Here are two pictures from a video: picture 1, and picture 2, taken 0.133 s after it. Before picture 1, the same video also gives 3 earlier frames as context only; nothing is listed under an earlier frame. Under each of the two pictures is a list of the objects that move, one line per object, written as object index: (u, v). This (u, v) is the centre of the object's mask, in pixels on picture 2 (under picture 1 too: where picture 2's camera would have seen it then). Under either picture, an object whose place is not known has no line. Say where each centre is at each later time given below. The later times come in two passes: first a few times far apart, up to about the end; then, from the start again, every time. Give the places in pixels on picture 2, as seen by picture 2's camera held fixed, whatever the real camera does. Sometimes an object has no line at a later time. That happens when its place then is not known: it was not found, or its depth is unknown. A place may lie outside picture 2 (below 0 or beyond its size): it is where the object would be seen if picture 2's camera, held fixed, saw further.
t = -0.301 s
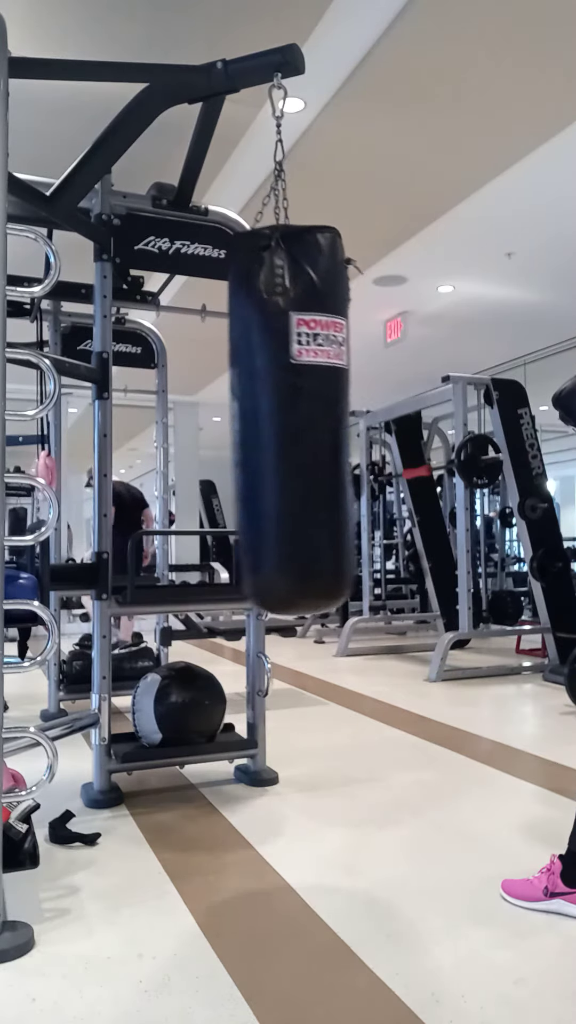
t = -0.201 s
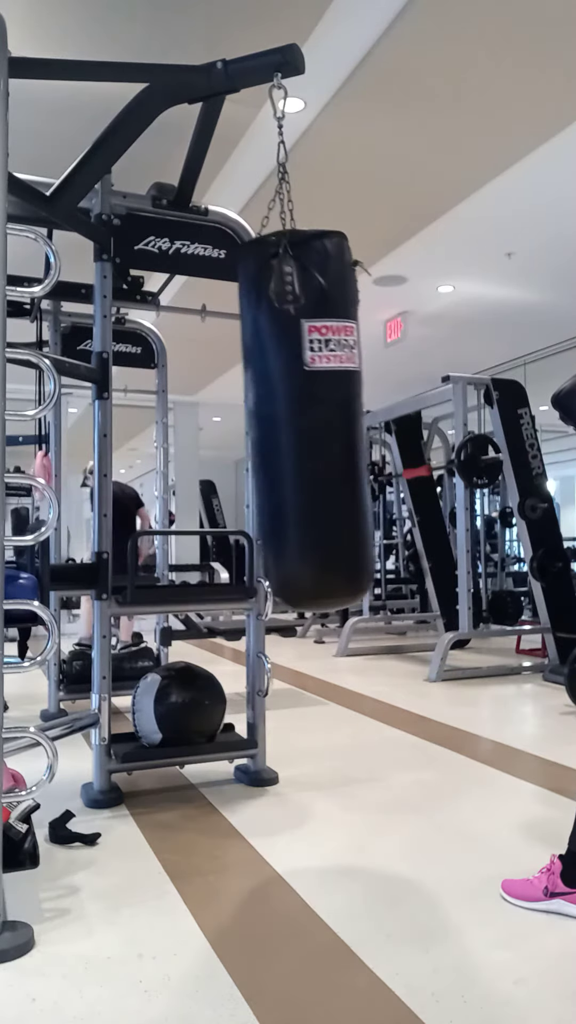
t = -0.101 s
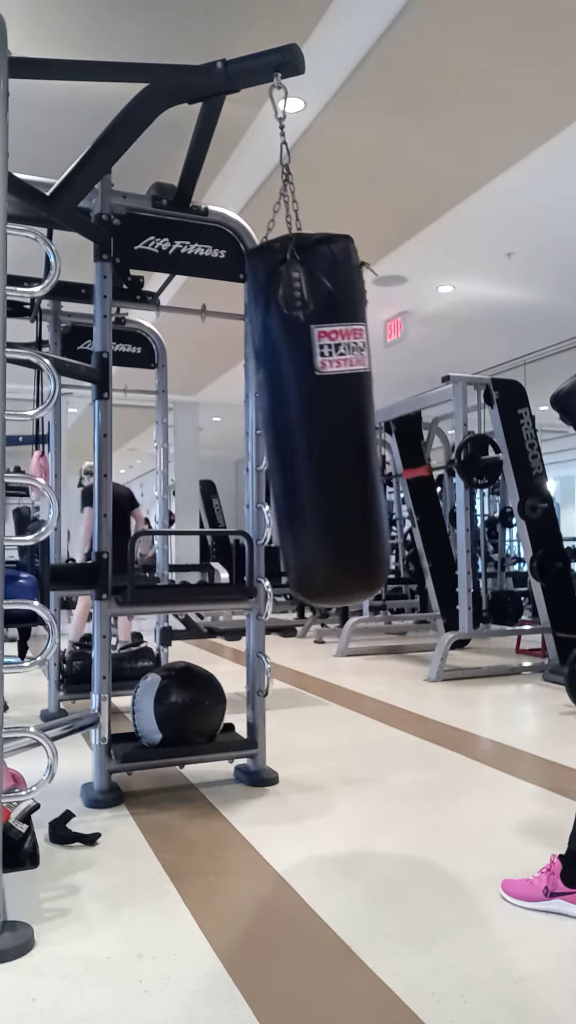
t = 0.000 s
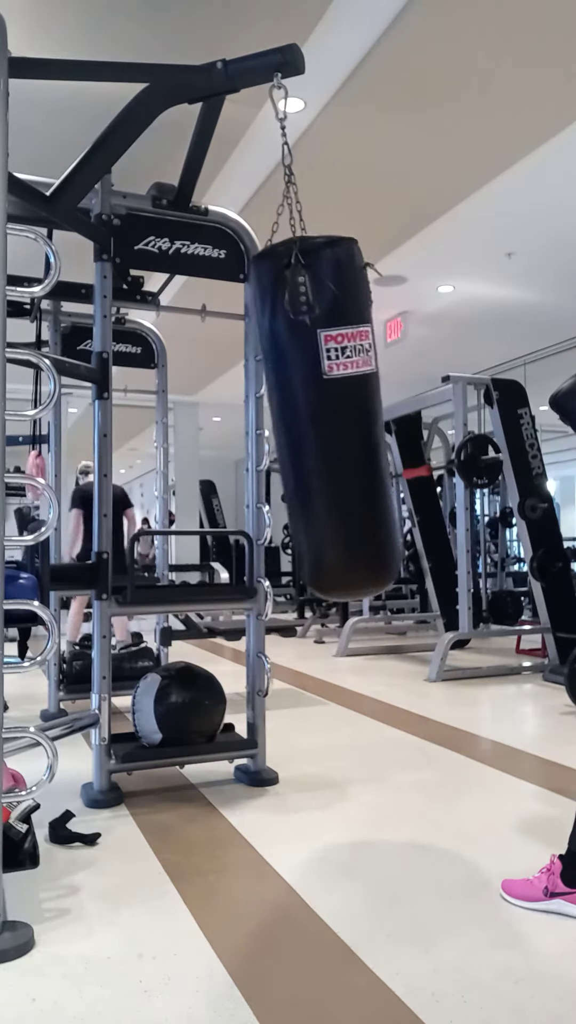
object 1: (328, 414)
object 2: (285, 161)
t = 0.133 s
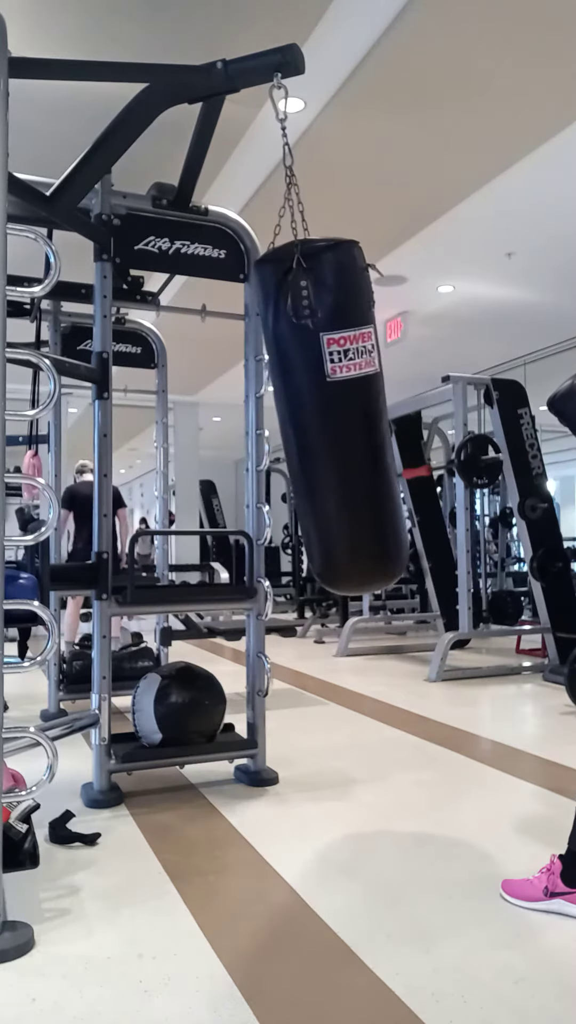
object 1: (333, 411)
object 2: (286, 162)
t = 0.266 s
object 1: (333, 411)
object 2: (287, 162)
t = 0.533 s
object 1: (312, 415)
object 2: (282, 160)
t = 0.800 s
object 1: (274, 419)
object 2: (274, 154)
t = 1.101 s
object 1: (230, 411)
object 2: (268, 140)
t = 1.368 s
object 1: (218, 406)
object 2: (269, 132)
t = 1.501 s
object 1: (226, 407)
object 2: (270, 133)
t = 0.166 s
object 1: (333, 411)
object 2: (287, 162)
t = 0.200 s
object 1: (333, 411)
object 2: (287, 162)
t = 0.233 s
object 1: (333, 411)
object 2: (287, 162)
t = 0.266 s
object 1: (333, 411)
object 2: (287, 162)
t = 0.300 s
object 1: (331, 412)
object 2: (286, 162)
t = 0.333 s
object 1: (330, 412)
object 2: (286, 162)
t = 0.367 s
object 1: (328, 413)
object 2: (286, 162)
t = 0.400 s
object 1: (325, 413)
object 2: (285, 162)
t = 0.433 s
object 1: (322, 413)
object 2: (284, 162)
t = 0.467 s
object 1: (319, 414)
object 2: (284, 162)
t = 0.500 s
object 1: (316, 414)
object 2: (283, 162)
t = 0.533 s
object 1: (312, 415)
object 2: (282, 160)
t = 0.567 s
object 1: (308, 416)
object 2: (281, 160)
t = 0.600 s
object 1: (304, 417)
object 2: (280, 160)
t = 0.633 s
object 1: (299, 417)
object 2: (279, 159)
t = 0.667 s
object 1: (294, 418)
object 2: (278, 159)
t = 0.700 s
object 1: (290, 419)
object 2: (277, 158)
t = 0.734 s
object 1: (284, 419)
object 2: (276, 158)
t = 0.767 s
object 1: (279, 418)
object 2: (275, 156)
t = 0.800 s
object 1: (274, 419)
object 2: (274, 154)
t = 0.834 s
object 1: (268, 419)
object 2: (273, 153)
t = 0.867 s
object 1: (263, 418)
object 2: (272, 151)
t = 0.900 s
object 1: (257, 417)
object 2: (271, 148)
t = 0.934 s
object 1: (252, 417)
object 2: (271, 146)
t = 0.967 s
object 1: (247, 415)
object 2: (270, 146)
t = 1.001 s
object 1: (242, 415)
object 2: (270, 144)
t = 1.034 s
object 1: (238, 414)
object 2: (269, 143)
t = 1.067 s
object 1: (234, 412)
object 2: (268, 141)
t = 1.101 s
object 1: (230, 411)
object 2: (268, 140)
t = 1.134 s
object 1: (226, 409)
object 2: (268, 138)
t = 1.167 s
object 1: (223, 409)
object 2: (268, 136)
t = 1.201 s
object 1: (221, 408)
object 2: (268, 135)
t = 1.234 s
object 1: (219, 407)
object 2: (268, 134)
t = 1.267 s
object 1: (218, 407)
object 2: (268, 133)
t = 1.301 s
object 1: (217, 407)
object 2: (268, 133)
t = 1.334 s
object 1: (217, 407)
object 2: (269, 132)
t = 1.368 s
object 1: (218, 406)
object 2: (269, 132)
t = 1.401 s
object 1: (219, 406)
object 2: (269, 132)
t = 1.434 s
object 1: (221, 406)
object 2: (269, 132)
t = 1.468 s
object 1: (223, 407)
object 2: (269, 132)
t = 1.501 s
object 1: (226, 407)
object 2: (270, 133)
